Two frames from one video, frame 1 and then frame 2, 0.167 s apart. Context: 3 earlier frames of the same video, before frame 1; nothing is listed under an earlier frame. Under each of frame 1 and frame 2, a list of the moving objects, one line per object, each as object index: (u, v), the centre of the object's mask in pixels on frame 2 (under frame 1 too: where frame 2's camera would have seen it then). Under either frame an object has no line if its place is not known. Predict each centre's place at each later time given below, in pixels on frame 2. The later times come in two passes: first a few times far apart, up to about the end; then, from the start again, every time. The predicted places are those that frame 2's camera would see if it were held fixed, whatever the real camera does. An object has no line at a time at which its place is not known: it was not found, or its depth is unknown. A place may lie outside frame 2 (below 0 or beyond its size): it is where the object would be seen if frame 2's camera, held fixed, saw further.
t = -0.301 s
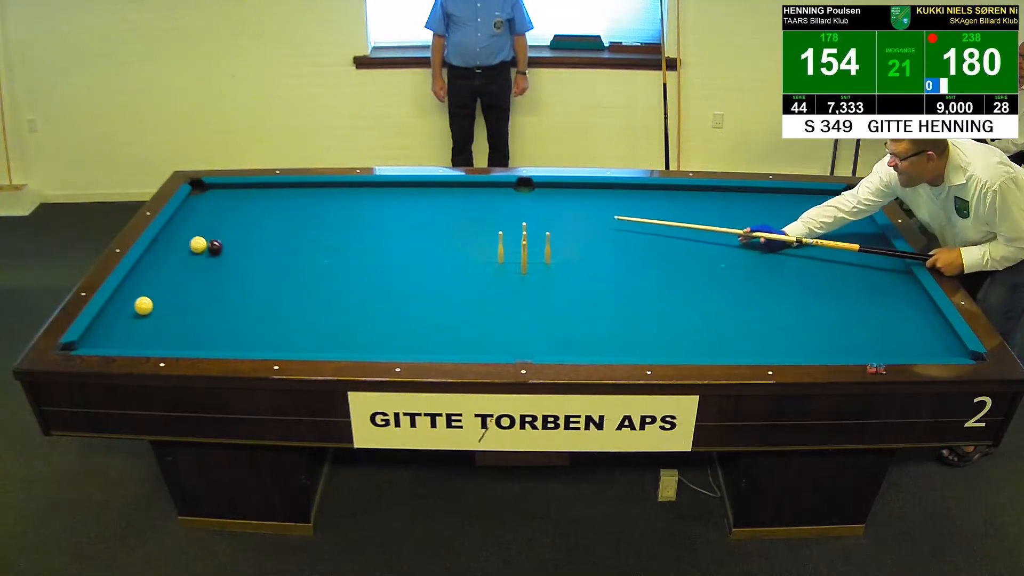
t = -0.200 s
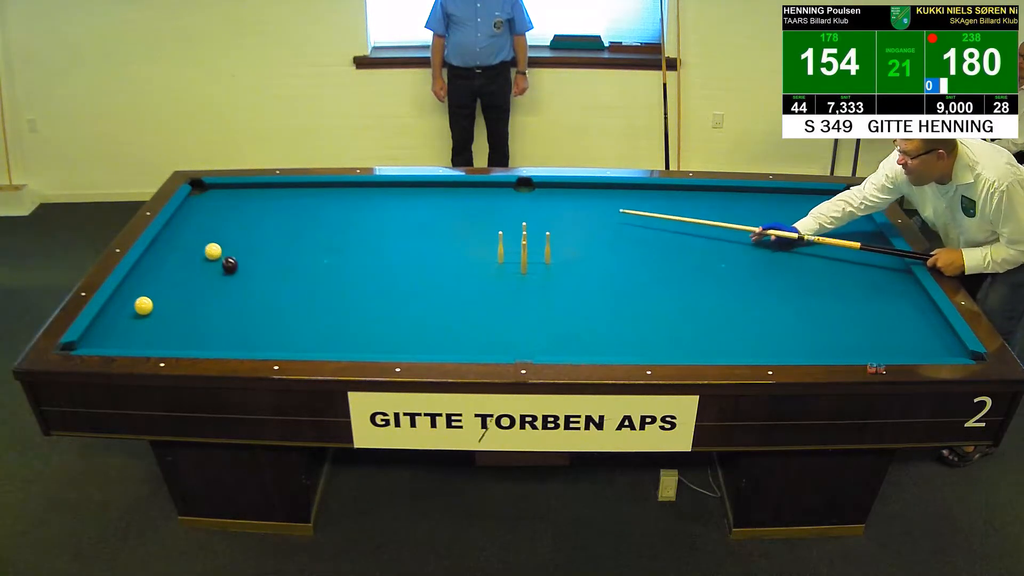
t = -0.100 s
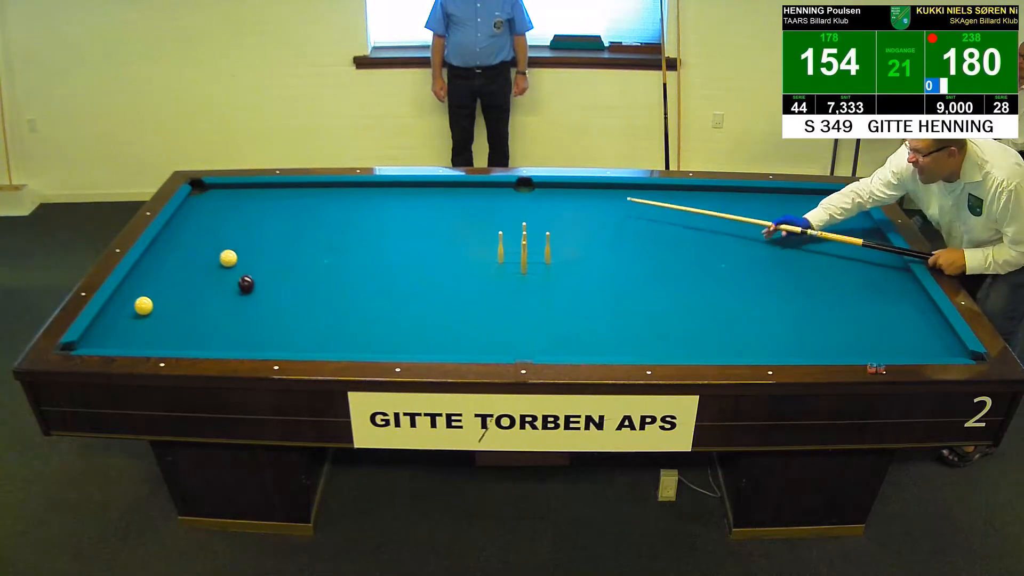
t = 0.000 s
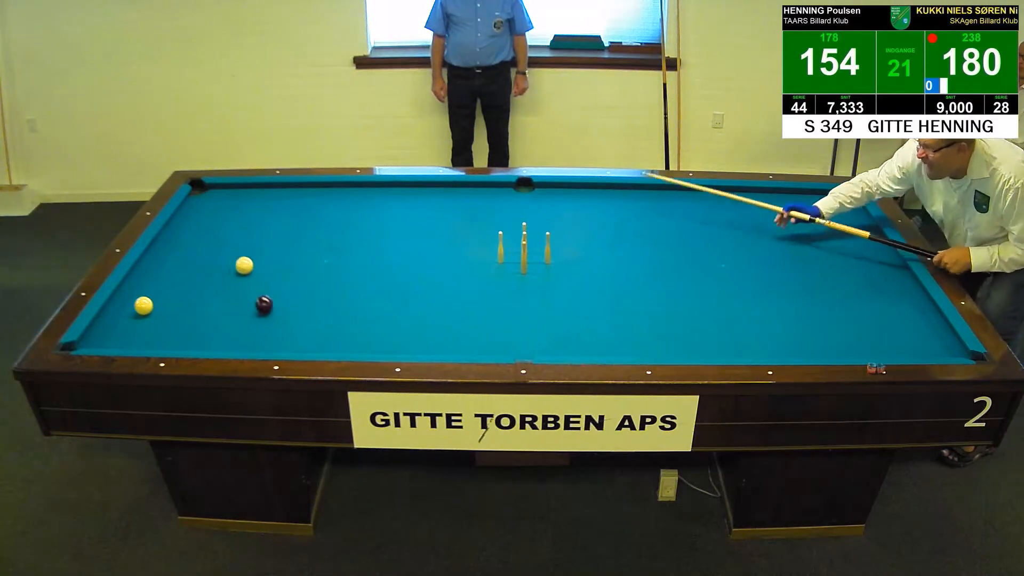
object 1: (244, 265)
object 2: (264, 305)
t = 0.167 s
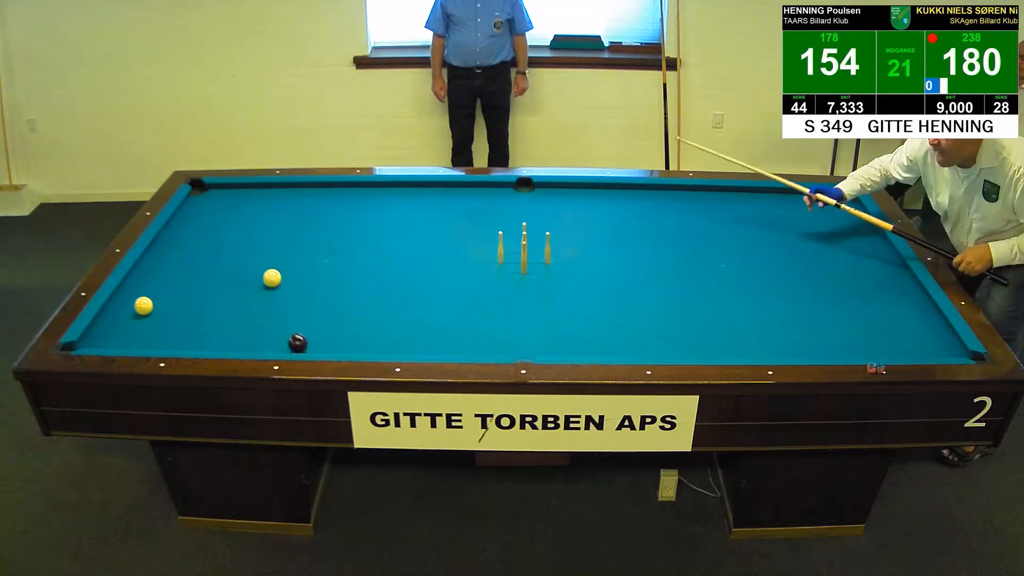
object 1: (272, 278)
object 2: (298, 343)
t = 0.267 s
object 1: (289, 286)
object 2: (334, 340)
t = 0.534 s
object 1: (339, 308)
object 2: (437, 303)
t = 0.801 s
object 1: (393, 332)
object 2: (527, 272)
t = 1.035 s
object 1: (445, 349)
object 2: (596, 249)
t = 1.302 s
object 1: (506, 336)
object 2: (666, 226)
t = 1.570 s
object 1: (563, 322)
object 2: (727, 205)
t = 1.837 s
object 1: (616, 310)
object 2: (779, 194)
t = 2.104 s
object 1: (666, 297)
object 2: (824, 206)
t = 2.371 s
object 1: (711, 287)
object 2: (865, 217)
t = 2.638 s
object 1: (752, 276)
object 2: (847, 223)
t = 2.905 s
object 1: (791, 267)
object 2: (830, 229)
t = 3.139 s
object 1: (821, 259)
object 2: (815, 235)
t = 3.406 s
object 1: (854, 251)
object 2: (798, 241)
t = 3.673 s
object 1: (884, 244)
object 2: (780, 248)
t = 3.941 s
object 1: (860, 235)
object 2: (763, 254)
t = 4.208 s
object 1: (833, 226)
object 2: (746, 261)
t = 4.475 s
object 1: (808, 218)
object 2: (728, 267)
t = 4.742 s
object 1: (784, 210)
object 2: (711, 273)
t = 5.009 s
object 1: (761, 203)
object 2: (693, 280)
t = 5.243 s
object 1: (742, 197)
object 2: (678, 285)
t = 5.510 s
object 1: (722, 190)
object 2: (661, 292)
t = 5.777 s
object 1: (707, 191)
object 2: (645, 297)
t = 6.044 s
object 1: (695, 193)
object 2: (629, 303)
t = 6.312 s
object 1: (684, 196)
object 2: (613, 309)
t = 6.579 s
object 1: (673, 199)
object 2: (598, 315)
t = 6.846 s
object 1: (663, 201)
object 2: (583, 320)
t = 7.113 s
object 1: (652, 204)
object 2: (568, 325)
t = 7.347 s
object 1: (644, 206)
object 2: (556, 330)
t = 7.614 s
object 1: (635, 209)
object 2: (542, 335)
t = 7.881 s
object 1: (627, 211)
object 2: (529, 339)
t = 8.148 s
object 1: (620, 213)
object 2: (517, 343)
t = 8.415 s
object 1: (613, 215)
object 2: (506, 346)
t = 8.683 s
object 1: (607, 216)
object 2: (495, 348)
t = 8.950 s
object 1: (601, 218)
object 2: (485, 350)
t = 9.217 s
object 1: (596, 220)
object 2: (480, 349)
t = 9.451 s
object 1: (592, 221)
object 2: (476, 348)
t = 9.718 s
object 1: (589, 222)
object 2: (472, 347)
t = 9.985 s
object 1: (586, 223)
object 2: (469, 347)
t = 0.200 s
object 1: (278, 280)
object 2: (306, 348)
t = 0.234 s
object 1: (284, 283)
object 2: (320, 345)
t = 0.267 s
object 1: (289, 286)
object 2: (334, 340)
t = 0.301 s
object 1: (295, 288)
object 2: (349, 334)
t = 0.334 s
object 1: (301, 291)
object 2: (362, 328)
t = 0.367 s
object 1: (307, 294)
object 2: (375, 324)
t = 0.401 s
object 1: (314, 296)
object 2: (388, 319)
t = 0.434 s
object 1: (320, 299)
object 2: (400, 315)
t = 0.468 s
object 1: (326, 302)
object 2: (412, 311)
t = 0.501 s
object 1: (332, 305)
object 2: (425, 307)
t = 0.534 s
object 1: (339, 308)
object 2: (437, 303)
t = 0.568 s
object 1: (345, 310)
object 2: (448, 299)
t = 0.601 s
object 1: (352, 314)
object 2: (460, 295)
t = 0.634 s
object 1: (359, 316)
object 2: (472, 291)
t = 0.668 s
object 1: (365, 319)
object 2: (483, 287)
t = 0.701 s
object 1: (372, 322)
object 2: (494, 284)
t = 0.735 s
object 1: (379, 325)
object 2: (505, 280)
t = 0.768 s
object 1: (386, 329)
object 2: (516, 276)
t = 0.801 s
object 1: (393, 332)
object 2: (527, 272)
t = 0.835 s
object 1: (400, 334)
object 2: (537, 269)
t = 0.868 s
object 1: (407, 338)
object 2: (547, 265)
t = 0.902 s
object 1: (415, 341)
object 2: (557, 262)
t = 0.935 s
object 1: (422, 344)
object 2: (567, 259)
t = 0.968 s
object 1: (429, 346)
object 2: (577, 256)
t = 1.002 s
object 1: (437, 349)
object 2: (587, 253)
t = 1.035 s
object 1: (445, 349)
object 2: (596, 249)
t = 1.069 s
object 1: (453, 347)
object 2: (606, 246)
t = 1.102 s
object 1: (461, 346)
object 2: (614, 243)
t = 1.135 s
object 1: (468, 345)
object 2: (624, 240)
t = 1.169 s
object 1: (476, 343)
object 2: (632, 237)
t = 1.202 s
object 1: (483, 342)
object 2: (641, 234)
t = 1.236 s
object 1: (491, 340)
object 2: (650, 231)
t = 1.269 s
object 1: (499, 338)
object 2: (658, 229)
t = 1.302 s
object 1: (506, 336)
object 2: (666, 226)
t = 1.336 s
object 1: (513, 334)
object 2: (674, 223)
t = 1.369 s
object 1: (521, 333)
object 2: (683, 220)
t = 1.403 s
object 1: (528, 331)
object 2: (690, 218)
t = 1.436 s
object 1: (535, 329)
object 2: (698, 215)
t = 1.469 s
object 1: (542, 327)
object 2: (706, 213)
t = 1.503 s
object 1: (549, 326)
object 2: (713, 210)
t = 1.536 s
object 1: (557, 324)
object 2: (720, 208)
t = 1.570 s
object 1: (563, 322)
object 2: (727, 205)
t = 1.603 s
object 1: (570, 320)
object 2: (734, 203)
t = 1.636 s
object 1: (577, 319)
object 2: (741, 201)
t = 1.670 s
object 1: (584, 318)
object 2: (748, 199)
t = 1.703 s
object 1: (591, 316)
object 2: (755, 196)
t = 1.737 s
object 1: (597, 314)
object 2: (761, 194)
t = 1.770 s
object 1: (603, 313)
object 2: (768, 192)
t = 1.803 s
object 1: (610, 311)
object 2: (774, 192)
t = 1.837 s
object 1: (616, 310)
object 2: (779, 194)
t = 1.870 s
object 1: (623, 308)
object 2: (785, 196)
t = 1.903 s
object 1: (629, 306)
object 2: (791, 197)
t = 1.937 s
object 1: (635, 305)
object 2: (796, 199)
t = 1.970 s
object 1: (641, 304)
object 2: (802, 200)
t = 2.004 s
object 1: (648, 302)
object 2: (807, 202)
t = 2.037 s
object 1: (653, 300)
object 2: (813, 203)
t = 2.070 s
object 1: (660, 299)
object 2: (818, 205)
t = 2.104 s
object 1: (666, 297)
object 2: (824, 206)
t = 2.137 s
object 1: (671, 296)
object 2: (830, 208)
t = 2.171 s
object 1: (677, 295)
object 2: (835, 209)
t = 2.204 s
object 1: (683, 293)
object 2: (841, 210)
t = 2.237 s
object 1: (688, 292)
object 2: (846, 212)
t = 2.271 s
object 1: (694, 290)
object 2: (852, 213)
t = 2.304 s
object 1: (700, 289)
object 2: (857, 215)
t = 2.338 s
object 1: (705, 288)
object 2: (863, 216)
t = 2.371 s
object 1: (711, 287)
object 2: (865, 217)
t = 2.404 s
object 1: (716, 285)
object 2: (862, 218)
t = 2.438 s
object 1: (721, 284)
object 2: (860, 219)
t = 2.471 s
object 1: (727, 283)
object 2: (858, 219)
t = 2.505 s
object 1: (732, 281)
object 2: (856, 220)
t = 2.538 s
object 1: (737, 280)
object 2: (854, 221)
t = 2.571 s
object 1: (742, 279)
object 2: (852, 222)
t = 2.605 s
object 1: (747, 277)
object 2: (850, 223)
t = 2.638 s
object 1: (752, 276)
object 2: (847, 223)
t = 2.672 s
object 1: (757, 275)
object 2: (845, 224)
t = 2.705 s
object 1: (762, 274)
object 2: (843, 225)
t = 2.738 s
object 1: (767, 273)
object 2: (841, 226)
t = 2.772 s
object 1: (772, 272)
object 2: (839, 226)
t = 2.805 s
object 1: (777, 271)
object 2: (837, 227)
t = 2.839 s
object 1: (781, 269)
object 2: (834, 228)
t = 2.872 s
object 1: (786, 268)
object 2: (832, 229)
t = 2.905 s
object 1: (791, 267)
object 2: (830, 229)
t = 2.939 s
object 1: (795, 266)
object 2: (828, 230)
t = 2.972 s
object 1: (799, 265)
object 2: (826, 231)
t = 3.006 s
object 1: (804, 264)
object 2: (824, 232)
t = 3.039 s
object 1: (808, 262)
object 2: (822, 233)
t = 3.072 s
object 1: (813, 262)
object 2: (819, 233)
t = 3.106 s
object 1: (817, 261)
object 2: (817, 234)
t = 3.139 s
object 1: (821, 259)
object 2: (815, 235)
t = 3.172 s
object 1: (826, 258)
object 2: (813, 235)
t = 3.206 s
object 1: (830, 257)
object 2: (811, 237)
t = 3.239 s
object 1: (834, 257)
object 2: (809, 237)
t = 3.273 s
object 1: (838, 256)
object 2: (806, 238)
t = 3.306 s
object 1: (842, 254)
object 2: (804, 239)
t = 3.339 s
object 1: (846, 253)
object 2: (802, 240)
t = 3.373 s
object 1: (850, 253)
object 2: (800, 240)
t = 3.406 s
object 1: (854, 251)
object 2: (798, 241)
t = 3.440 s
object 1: (858, 251)
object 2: (796, 242)
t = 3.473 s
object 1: (862, 250)
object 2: (794, 243)
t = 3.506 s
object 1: (866, 249)
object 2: (791, 244)
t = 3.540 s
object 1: (870, 248)
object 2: (789, 245)
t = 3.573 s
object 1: (873, 247)
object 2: (787, 245)
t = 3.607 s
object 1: (877, 246)
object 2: (785, 246)
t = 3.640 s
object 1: (881, 245)
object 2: (783, 247)
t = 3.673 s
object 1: (884, 244)
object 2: (780, 248)
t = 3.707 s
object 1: (884, 243)
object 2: (778, 249)
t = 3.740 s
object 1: (881, 242)
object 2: (776, 249)
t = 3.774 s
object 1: (877, 241)
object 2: (774, 250)
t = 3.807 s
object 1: (874, 240)
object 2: (772, 251)
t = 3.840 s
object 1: (870, 238)
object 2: (770, 252)
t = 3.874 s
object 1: (867, 237)
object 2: (767, 253)
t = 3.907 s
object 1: (863, 236)
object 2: (765, 254)
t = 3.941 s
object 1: (860, 235)
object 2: (763, 254)
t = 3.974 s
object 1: (857, 234)
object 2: (761, 255)
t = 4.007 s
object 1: (853, 233)
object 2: (759, 256)
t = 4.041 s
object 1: (850, 231)
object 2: (757, 257)
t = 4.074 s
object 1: (846, 230)
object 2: (754, 257)
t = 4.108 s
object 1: (843, 229)
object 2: (752, 258)
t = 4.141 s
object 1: (840, 228)
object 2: (750, 259)
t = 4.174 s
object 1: (836, 227)
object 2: (748, 260)
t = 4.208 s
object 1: (833, 226)
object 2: (746, 261)
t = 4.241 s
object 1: (830, 225)
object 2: (743, 261)
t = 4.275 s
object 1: (827, 224)
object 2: (741, 262)
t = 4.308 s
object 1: (824, 223)
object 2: (739, 263)
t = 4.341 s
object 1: (820, 222)
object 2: (737, 264)
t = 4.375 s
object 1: (817, 221)
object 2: (734, 265)
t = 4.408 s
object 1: (814, 220)
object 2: (732, 266)
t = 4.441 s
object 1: (811, 219)
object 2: (730, 266)
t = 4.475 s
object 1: (808, 218)
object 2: (728, 267)
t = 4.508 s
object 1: (805, 217)
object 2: (726, 268)
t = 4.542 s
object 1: (802, 216)
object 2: (724, 269)
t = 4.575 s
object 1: (799, 215)
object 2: (721, 269)
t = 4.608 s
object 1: (796, 214)
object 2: (719, 270)
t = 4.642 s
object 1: (793, 213)
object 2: (717, 271)
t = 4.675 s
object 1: (790, 212)
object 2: (715, 272)
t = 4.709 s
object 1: (787, 211)
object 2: (713, 273)
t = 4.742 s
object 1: (784, 210)
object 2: (711, 273)
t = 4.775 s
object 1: (781, 209)
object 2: (708, 274)
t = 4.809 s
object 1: (778, 208)
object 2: (706, 275)
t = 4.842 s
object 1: (775, 207)
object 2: (704, 276)
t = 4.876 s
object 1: (772, 206)
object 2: (702, 277)
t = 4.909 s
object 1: (769, 205)
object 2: (700, 277)
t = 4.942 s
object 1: (767, 205)
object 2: (698, 278)
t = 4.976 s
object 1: (764, 204)
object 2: (695, 279)
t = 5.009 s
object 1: (761, 203)
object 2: (693, 280)
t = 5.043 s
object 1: (758, 202)
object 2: (691, 280)
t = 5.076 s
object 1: (755, 201)
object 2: (689, 281)
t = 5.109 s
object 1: (753, 200)
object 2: (687, 282)
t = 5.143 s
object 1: (750, 200)
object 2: (685, 283)
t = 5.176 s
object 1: (747, 198)
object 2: (682, 284)
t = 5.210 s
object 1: (745, 198)
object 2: (680, 285)
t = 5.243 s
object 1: (742, 197)
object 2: (678, 285)
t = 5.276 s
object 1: (740, 196)
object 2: (676, 286)
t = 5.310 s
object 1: (737, 195)
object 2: (674, 287)
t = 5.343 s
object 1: (734, 194)
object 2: (672, 288)
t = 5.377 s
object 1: (732, 193)
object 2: (670, 288)
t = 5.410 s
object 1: (729, 193)
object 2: (668, 289)
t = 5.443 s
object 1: (727, 192)
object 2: (666, 290)
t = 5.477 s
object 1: (724, 191)
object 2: (663, 291)
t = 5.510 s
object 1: (722, 190)
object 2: (661, 292)
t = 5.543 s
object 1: (719, 190)
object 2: (659, 292)
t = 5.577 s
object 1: (717, 189)
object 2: (657, 293)
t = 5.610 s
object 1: (714, 188)
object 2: (655, 294)
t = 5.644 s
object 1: (713, 189)
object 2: (653, 295)
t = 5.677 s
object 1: (711, 189)
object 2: (651, 295)
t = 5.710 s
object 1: (710, 190)
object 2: (649, 296)
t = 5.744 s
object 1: (709, 190)
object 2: (647, 297)
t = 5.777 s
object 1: (707, 191)
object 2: (645, 297)
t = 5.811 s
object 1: (706, 191)
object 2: (643, 298)
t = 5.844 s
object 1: (704, 191)
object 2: (641, 299)
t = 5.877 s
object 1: (702, 191)
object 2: (639, 300)
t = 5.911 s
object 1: (701, 192)
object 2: (637, 301)
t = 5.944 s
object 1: (700, 192)
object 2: (635, 301)
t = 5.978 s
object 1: (698, 192)
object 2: (633, 302)
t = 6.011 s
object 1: (697, 193)
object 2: (631, 303)
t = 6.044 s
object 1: (695, 193)
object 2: (629, 303)
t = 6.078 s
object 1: (694, 194)
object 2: (627, 304)
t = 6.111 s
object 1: (692, 194)
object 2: (625, 305)
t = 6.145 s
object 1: (691, 194)
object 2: (623, 306)
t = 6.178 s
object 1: (690, 194)
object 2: (621, 306)
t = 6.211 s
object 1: (688, 195)
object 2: (619, 307)
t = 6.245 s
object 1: (687, 195)
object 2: (617, 308)
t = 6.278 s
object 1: (685, 196)
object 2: (615, 308)
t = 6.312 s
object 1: (684, 196)
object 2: (613, 309)
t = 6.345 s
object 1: (683, 196)
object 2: (611, 310)
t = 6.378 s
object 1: (681, 197)
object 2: (609, 310)
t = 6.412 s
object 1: (680, 197)
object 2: (607, 311)
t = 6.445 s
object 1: (679, 197)
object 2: (605, 312)
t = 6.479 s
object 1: (677, 198)
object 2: (603, 313)
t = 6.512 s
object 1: (676, 198)
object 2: (601, 313)
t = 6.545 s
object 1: (674, 198)
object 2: (600, 314)
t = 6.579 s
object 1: (673, 199)
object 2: (598, 315)
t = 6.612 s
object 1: (672, 199)
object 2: (596, 316)
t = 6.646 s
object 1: (670, 199)
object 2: (594, 316)
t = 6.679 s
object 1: (669, 200)
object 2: (592, 317)
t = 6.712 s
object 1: (668, 200)
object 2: (590, 317)
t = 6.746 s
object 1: (666, 200)
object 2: (588, 318)
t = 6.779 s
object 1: (665, 201)
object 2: (586, 319)
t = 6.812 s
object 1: (664, 201)
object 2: (584, 319)
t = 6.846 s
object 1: (663, 201)
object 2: (583, 320)
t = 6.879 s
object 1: (661, 202)
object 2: (581, 320)
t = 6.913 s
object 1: (660, 202)
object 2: (579, 321)
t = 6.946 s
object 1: (658, 203)
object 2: (577, 322)
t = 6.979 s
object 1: (657, 203)
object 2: (575, 323)
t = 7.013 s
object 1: (656, 203)
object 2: (573, 323)
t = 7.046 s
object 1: (655, 203)
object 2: (572, 324)
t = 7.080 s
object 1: (653, 204)
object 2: (570, 325)
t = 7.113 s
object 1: (652, 204)
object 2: (568, 325)
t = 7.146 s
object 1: (651, 204)
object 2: (566, 326)
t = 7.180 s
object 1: (650, 204)
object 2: (564, 327)
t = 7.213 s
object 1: (649, 205)
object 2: (563, 327)
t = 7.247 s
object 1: (647, 205)
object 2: (561, 328)
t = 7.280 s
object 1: (646, 205)
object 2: (559, 329)
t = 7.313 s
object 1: (645, 206)
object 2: (557, 329)
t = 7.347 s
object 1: (644, 206)
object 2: (556, 330)
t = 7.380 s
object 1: (643, 206)
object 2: (554, 331)
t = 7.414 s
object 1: (642, 207)
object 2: (552, 331)
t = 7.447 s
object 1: (641, 207)
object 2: (551, 332)
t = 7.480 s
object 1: (640, 207)
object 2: (549, 332)
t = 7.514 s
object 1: (638, 207)
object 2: (547, 333)
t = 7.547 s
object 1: (637, 208)
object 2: (546, 333)
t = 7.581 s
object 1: (636, 208)
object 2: (544, 334)
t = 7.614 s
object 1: (635, 209)
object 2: (542, 335)
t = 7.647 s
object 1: (634, 209)
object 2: (541, 335)
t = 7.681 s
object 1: (633, 209)
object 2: (539, 336)
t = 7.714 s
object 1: (632, 209)
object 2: (537, 336)
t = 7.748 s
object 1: (631, 210)
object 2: (536, 337)
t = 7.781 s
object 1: (630, 210)
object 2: (534, 337)
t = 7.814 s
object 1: (629, 210)
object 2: (533, 338)
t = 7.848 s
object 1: (628, 210)
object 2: (531, 338)
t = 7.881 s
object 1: (627, 211)
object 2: (529, 339)
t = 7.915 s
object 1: (626, 211)
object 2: (528, 339)
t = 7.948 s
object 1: (625, 211)
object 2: (526, 340)
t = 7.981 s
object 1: (624, 211)
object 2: (525, 340)
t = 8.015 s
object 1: (623, 212)
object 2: (523, 341)
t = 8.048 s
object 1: (622, 212)
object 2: (522, 341)
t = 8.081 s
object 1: (622, 212)
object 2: (520, 342)
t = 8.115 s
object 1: (621, 212)
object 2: (519, 342)
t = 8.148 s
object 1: (620, 213)
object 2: (517, 343)
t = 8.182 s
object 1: (619, 213)
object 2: (516, 343)
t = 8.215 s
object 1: (618, 213)
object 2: (514, 344)
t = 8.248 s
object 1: (617, 213)
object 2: (513, 345)
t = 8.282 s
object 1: (616, 214)
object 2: (511, 345)
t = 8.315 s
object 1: (615, 214)
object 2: (510, 345)
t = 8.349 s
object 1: (614, 214)
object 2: (509, 346)
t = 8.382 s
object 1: (614, 215)
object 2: (507, 346)
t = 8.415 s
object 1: (613, 215)
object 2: (506, 346)
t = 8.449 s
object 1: (612, 215)
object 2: (504, 347)
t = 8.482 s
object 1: (611, 215)
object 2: (503, 347)
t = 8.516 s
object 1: (611, 215)
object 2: (502, 347)
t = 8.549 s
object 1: (610, 215)
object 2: (500, 347)
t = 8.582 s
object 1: (609, 216)
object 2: (499, 348)
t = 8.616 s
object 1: (608, 216)
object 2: (498, 348)
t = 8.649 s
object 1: (607, 216)
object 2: (497, 348)
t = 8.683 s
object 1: (607, 216)
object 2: (495, 348)
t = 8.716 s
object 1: (606, 217)
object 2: (494, 348)
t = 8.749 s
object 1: (605, 217)
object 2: (493, 349)
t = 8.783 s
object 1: (604, 217)
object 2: (492, 349)
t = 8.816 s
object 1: (604, 218)
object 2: (490, 349)
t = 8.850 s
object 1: (603, 217)
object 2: (489, 349)
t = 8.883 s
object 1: (602, 218)
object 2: (488, 350)
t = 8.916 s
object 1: (602, 218)
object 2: (487, 350)
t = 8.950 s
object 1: (601, 218)
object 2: (485, 350)
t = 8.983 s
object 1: (601, 218)
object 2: (485, 350)
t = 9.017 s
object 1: (600, 219)
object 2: (484, 350)
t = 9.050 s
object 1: (599, 219)
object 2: (483, 350)
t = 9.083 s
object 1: (599, 219)
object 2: (482, 350)
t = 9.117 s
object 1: (598, 219)
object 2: (482, 349)
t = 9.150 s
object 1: (597, 219)
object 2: (481, 349)
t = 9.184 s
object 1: (597, 219)
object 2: (480, 349)
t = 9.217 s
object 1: (596, 220)
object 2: (480, 349)
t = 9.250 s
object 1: (596, 220)
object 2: (479, 349)
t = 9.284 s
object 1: (595, 220)
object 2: (479, 349)
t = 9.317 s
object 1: (594, 220)
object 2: (478, 349)
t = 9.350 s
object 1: (594, 221)
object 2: (477, 349)
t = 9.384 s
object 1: (593, 221)
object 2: (477, 349)
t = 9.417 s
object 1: (593, 221)
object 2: (476, 349)
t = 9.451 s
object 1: (592, 221)
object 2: (476, 348)
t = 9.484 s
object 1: (592, 221)
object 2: (475, 348)
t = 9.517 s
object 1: (591, 221)
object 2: (475, 348)
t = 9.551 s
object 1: (591, 221)
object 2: (474, 348)
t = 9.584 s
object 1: (591, 221)
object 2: (474, 348)
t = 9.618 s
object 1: (590, 221)
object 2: (473, 348)
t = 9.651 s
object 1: (590, 221)
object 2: (473, 348)
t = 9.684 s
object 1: (589, 222)
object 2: (473, 347)
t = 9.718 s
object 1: (589, 222)
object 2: (472, 347)
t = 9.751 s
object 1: (588, 222)
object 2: (472, 347)
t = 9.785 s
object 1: (588, 222)
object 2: (472, 347)
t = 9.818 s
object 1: (588, 222)
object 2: (471, 347)
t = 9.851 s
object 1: (587, 222)
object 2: (471, 347)
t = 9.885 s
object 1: (587, 222)
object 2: (470, 347)
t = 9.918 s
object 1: (586, 223)
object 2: (470, 347)
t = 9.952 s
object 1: (586, 222)
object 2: (470, 347)
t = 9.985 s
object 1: (586, 223)
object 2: (469, 347)
